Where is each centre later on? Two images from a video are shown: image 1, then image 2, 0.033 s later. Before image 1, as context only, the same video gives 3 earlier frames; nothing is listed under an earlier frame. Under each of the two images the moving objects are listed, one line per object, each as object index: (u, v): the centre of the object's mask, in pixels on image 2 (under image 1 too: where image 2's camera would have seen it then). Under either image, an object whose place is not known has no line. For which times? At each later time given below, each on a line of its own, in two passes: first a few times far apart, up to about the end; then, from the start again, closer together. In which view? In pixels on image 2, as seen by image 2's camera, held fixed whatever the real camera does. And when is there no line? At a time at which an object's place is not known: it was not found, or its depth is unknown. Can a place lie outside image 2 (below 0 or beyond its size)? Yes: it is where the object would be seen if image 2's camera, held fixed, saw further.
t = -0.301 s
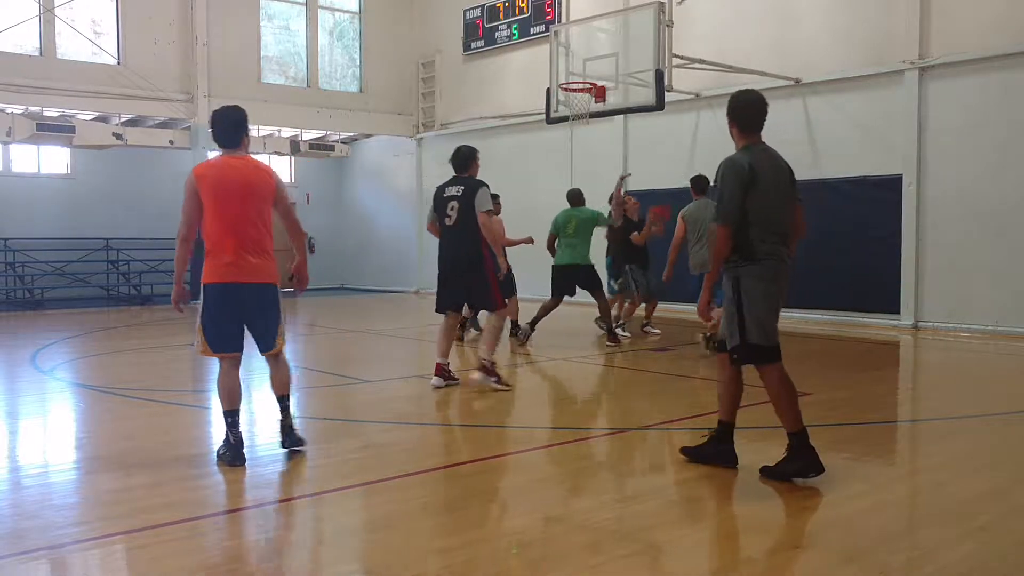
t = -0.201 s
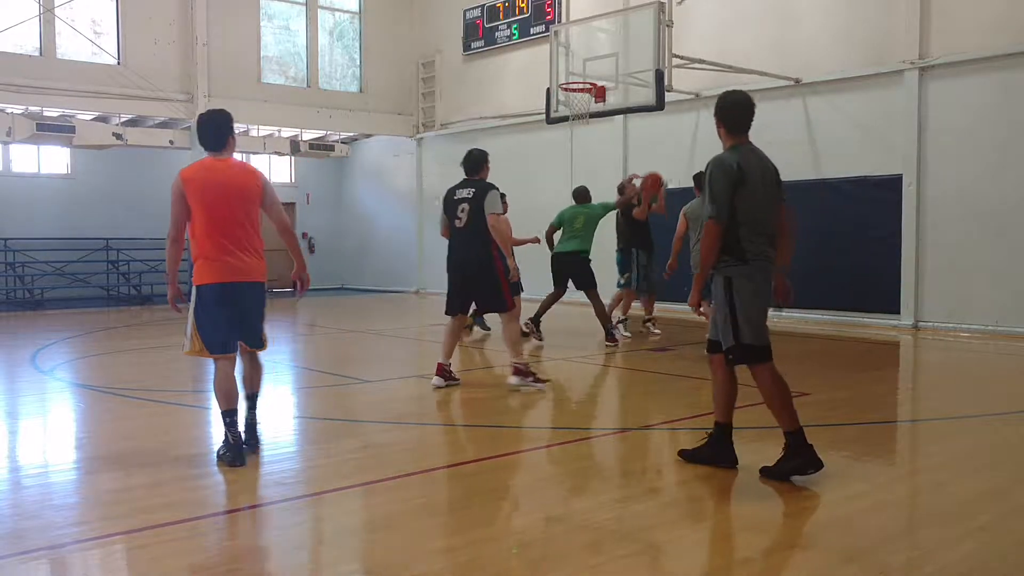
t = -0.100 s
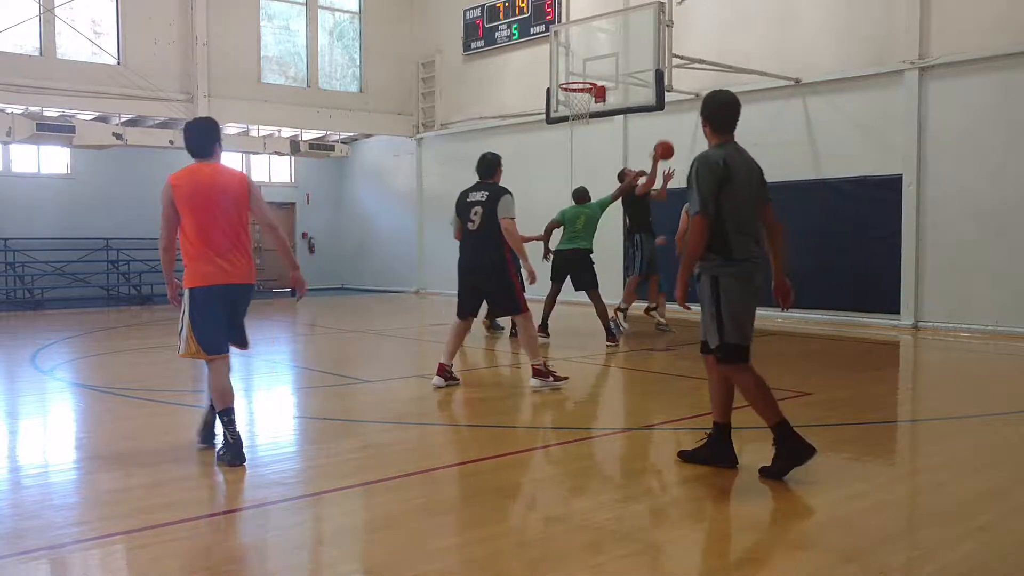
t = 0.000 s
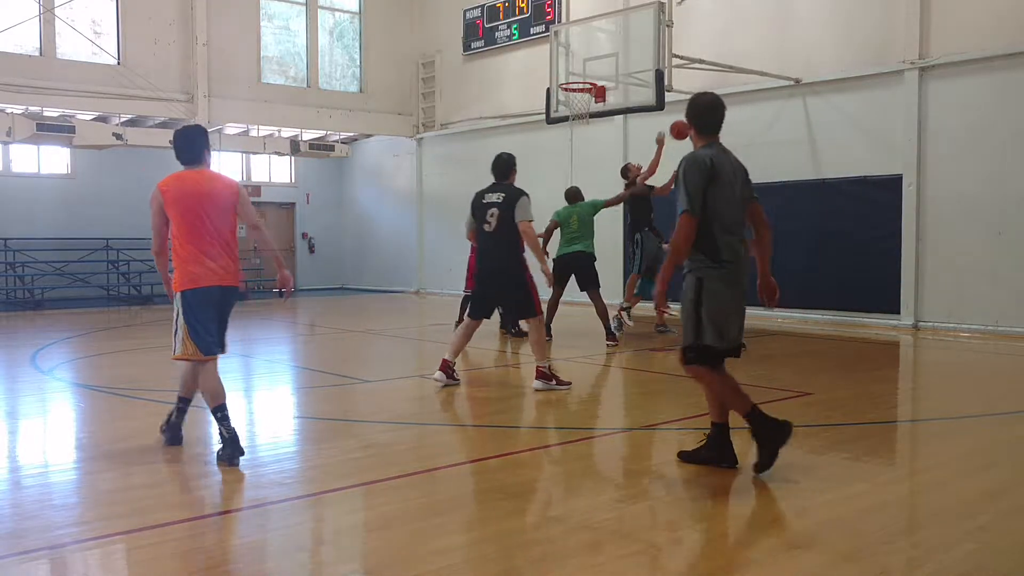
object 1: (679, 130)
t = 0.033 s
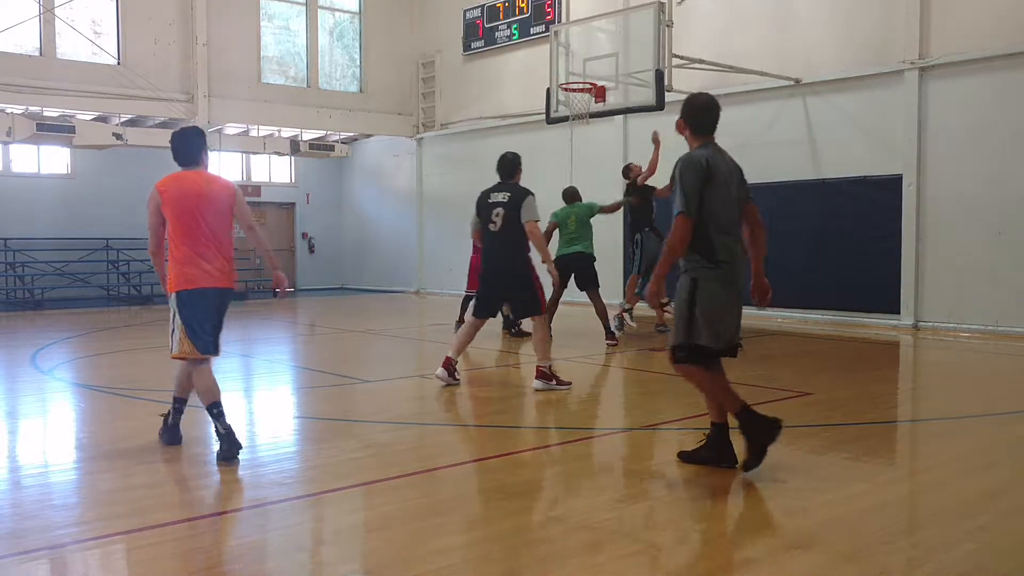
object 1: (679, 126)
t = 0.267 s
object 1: (721, 119)
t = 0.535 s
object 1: (757, 163)
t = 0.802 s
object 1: (787, 253)
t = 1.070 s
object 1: (783, 296)
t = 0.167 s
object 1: (708, 117)
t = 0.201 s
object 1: (711, 117)
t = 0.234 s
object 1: (716, 117)
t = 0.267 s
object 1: (721, 119)
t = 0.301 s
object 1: (726, 122)
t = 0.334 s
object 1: (731, 126)
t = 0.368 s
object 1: (735, 130)
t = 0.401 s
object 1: (739, 135)
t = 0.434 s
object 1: (744, 141)
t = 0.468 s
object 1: (748, 148)
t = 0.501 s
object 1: (752, 155)
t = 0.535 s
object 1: (757, 163)
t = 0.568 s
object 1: (761, 172)
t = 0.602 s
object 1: (765, 180)
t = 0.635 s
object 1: (769, 193)
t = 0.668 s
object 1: (773, 202)
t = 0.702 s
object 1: (776, 214)
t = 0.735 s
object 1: (779, 227)
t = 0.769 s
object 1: (783, 239)
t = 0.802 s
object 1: (787, 253)
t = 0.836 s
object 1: (790, 266)
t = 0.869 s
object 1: (793, 282)
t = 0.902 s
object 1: (795, 296)
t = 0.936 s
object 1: (798, 308)
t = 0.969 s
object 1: (794, 311)
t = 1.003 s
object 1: (791, 305)
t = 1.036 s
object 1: (786, 300)
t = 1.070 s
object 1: (783, 296)
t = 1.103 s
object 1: (780, 293)
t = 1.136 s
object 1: (777, 292)
